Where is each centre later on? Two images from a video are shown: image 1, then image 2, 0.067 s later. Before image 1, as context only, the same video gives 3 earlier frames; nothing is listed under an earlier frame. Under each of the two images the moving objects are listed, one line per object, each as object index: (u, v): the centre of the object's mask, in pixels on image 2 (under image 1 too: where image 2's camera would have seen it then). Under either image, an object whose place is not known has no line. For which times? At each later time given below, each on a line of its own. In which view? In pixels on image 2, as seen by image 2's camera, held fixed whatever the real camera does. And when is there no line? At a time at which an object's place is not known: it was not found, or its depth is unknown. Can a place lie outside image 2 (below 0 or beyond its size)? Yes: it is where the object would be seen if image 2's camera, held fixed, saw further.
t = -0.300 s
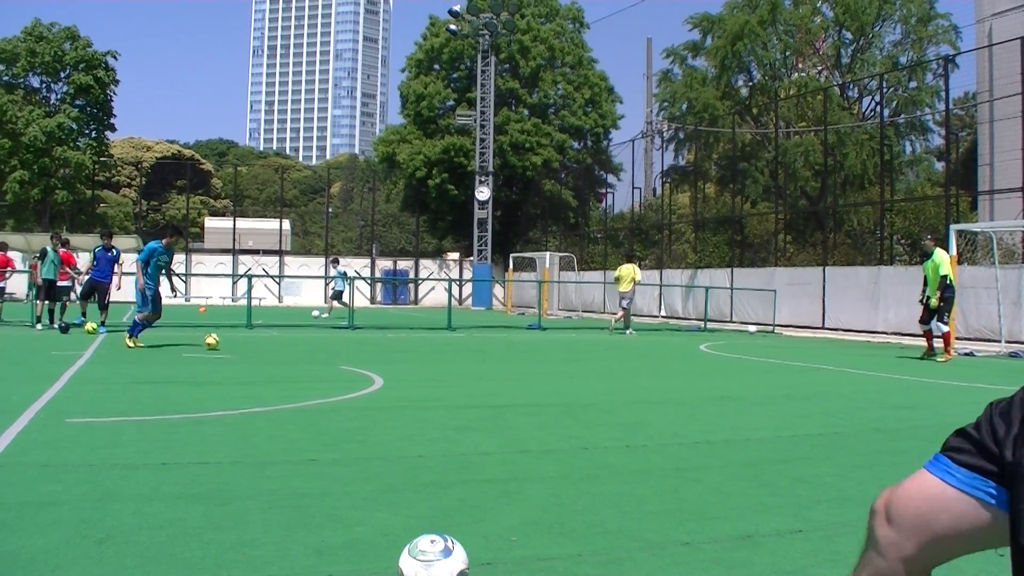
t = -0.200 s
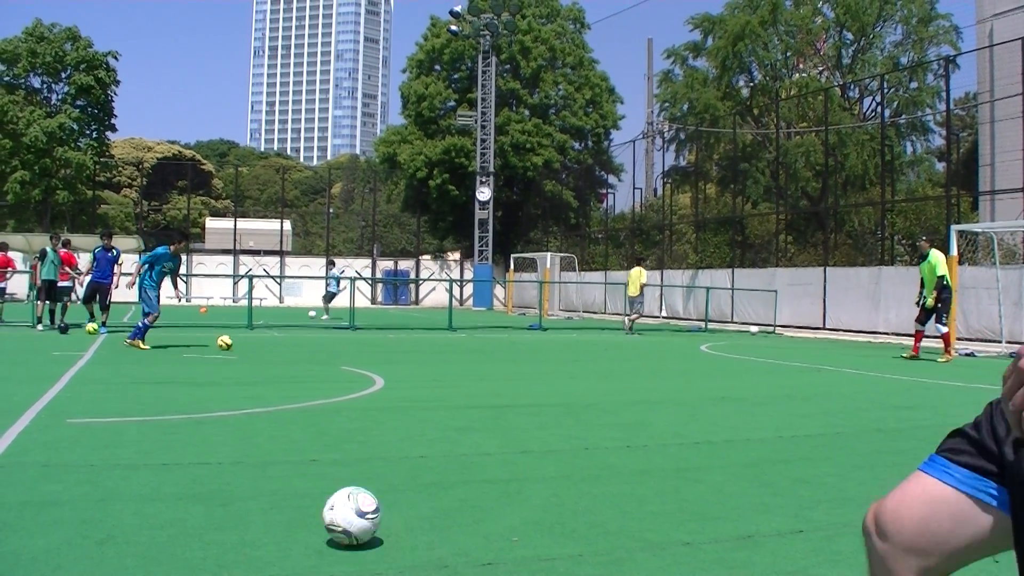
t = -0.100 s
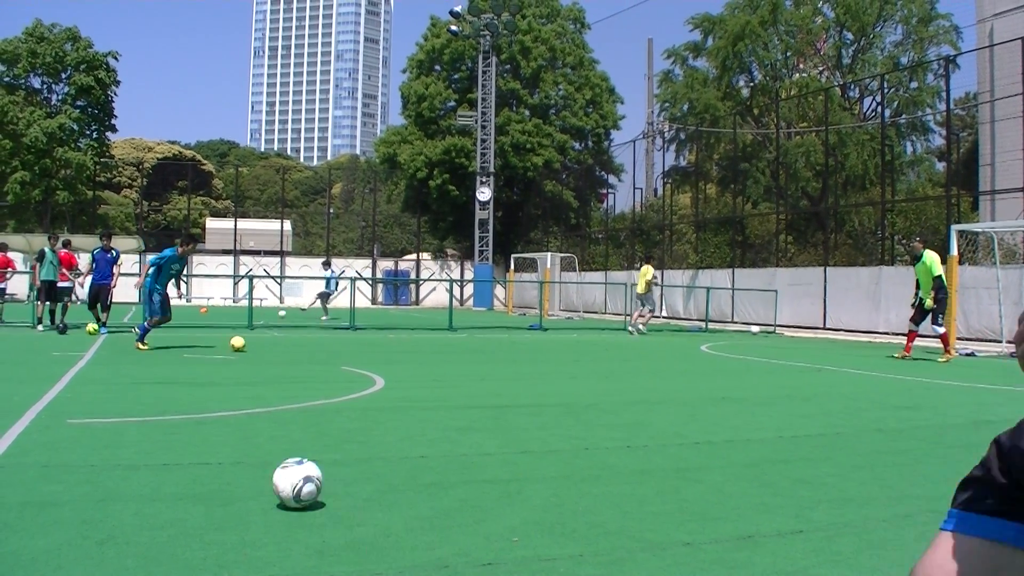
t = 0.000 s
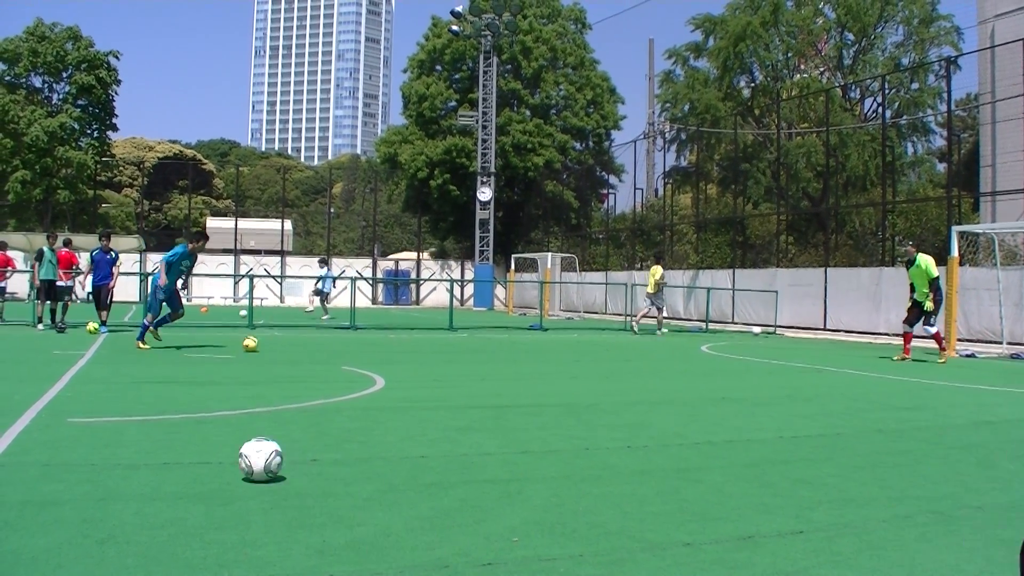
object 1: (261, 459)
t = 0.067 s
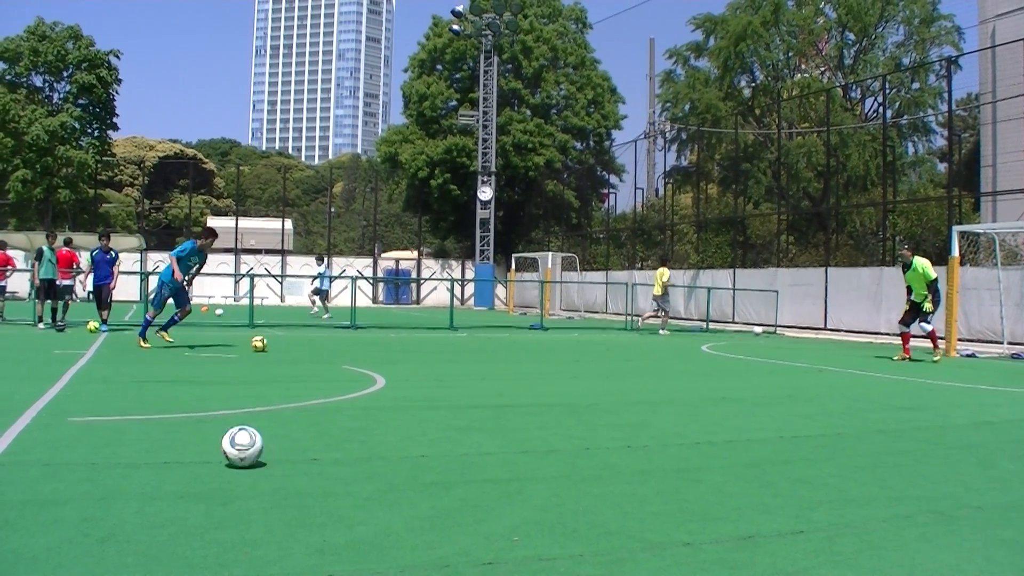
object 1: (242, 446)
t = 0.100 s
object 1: (234, 441)
